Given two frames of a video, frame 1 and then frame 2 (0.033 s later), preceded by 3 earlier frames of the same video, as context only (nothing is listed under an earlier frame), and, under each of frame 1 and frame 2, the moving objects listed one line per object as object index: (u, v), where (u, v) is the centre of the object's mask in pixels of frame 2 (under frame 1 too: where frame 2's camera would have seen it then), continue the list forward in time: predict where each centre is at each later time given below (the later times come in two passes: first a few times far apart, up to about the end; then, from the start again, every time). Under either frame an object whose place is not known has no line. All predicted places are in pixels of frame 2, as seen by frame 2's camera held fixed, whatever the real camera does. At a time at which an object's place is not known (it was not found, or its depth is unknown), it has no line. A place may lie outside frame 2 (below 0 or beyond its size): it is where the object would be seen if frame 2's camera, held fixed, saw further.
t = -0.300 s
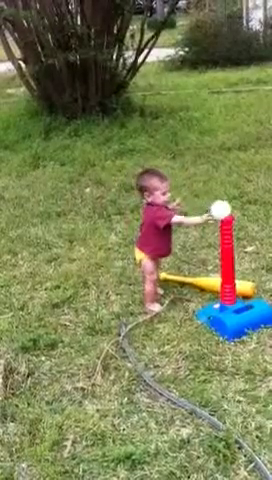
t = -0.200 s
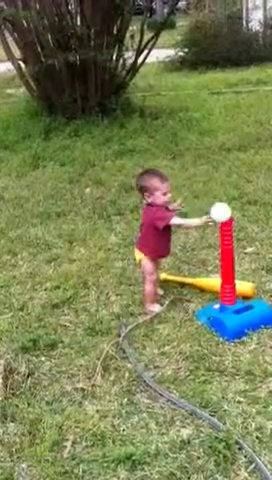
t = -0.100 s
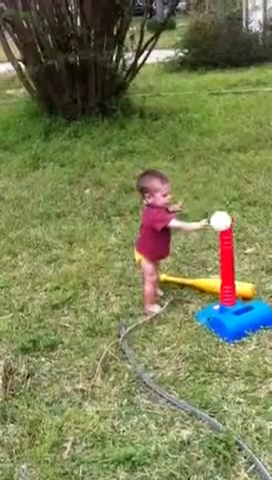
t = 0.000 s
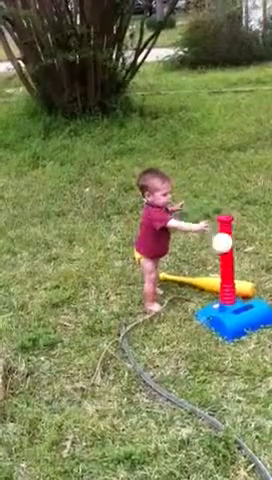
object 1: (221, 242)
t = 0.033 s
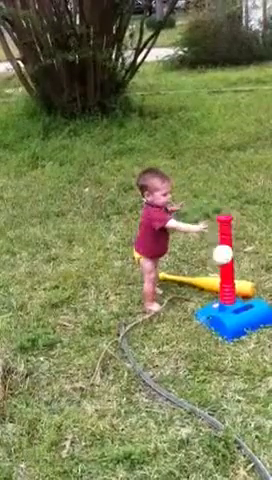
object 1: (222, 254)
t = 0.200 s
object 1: (227, 305)
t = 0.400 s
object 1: (236, 341)
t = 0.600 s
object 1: (252, 342)
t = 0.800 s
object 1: (266, 341)
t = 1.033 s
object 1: (270, 338)
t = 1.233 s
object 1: (270, 338)
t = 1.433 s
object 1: (269, 338)
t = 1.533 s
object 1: (269, 338)
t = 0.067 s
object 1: (223, 268)
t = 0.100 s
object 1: (224, 283)
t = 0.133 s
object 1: (224, 300)
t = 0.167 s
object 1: (225, 305)
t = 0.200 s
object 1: (227, 305)
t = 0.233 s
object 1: (228, 306)
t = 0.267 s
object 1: (230, 309)
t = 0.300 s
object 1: (232, 314)
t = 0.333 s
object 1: (233, 322)
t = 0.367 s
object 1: (235, 331)
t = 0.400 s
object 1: (236, 341)
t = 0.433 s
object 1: (239, 338)
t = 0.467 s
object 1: (242, 336)
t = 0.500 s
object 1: (244, 336)
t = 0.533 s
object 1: (246, 338)
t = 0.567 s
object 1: (249, 341)
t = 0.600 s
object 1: (252, 342)
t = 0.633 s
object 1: (255, 341)
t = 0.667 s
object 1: (257, 341)
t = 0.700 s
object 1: (259, 342)
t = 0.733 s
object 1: (261, 342)
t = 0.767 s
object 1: (262, 342)
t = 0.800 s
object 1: (266, 341)
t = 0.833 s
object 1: (267, 341)
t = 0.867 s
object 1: (268, 341)
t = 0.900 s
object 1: (269, 341)
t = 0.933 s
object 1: (269, 340)
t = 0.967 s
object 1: (269, 339)
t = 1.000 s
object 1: (270, 338)
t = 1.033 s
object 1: (270, 338)
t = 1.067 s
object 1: (270, 338)
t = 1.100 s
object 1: (270, 338)
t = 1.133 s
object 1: (270, 338)
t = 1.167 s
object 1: (270, 338)
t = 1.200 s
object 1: (270, 338)
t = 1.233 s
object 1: (270, 338)
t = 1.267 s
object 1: (270, 338)
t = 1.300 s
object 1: (269, 338)
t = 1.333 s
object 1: (269, 338)
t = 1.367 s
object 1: (269, 338)
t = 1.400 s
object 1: (269, 338)
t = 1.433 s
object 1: (269, 338)
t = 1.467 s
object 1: (269, 338)
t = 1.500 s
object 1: (270, 338)
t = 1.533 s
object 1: (269, 338)
